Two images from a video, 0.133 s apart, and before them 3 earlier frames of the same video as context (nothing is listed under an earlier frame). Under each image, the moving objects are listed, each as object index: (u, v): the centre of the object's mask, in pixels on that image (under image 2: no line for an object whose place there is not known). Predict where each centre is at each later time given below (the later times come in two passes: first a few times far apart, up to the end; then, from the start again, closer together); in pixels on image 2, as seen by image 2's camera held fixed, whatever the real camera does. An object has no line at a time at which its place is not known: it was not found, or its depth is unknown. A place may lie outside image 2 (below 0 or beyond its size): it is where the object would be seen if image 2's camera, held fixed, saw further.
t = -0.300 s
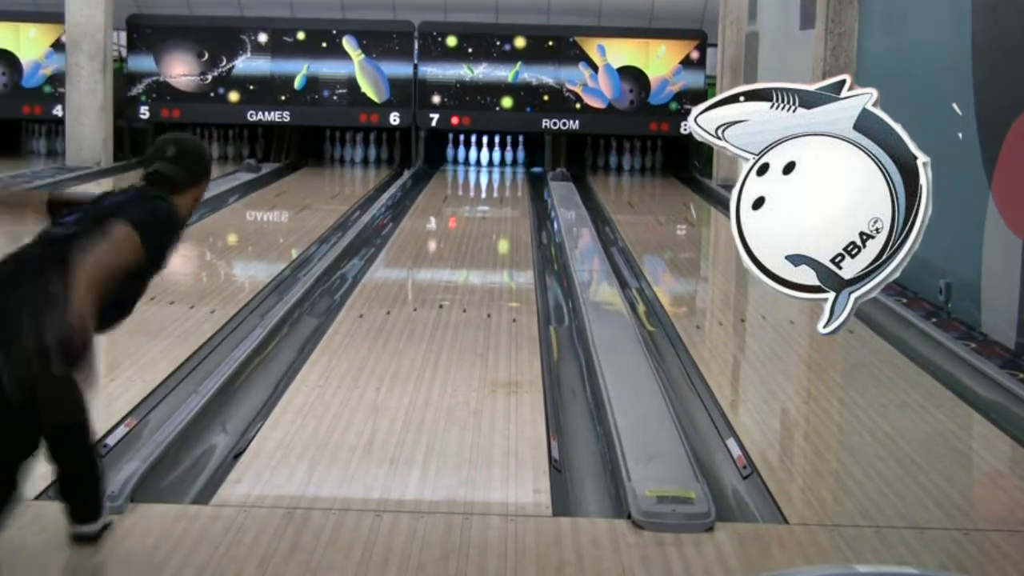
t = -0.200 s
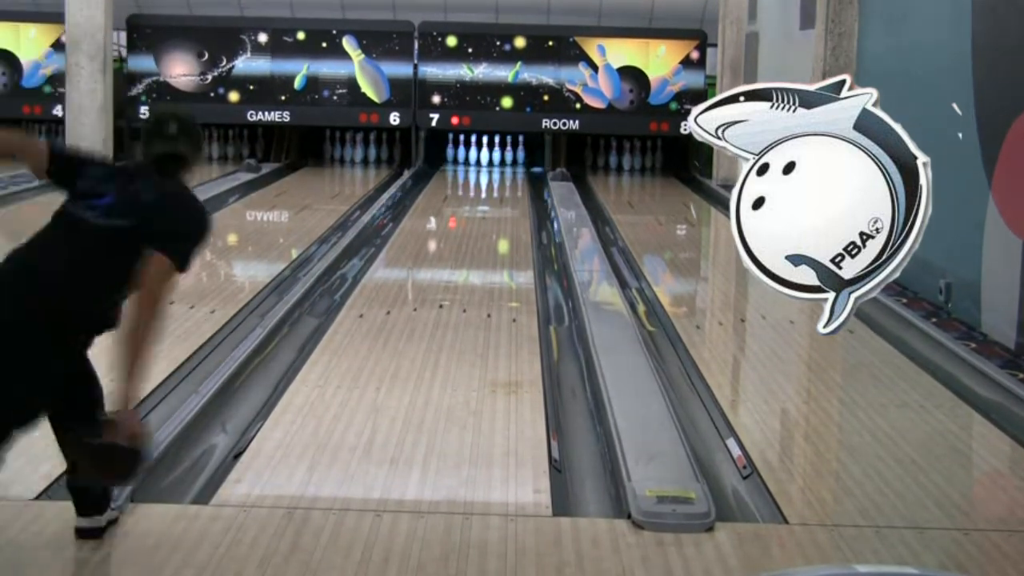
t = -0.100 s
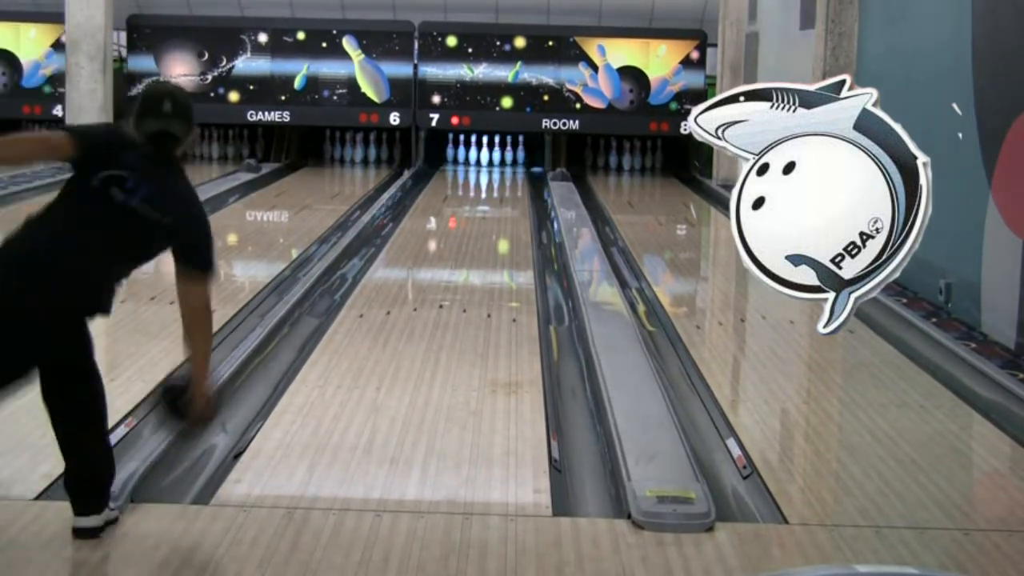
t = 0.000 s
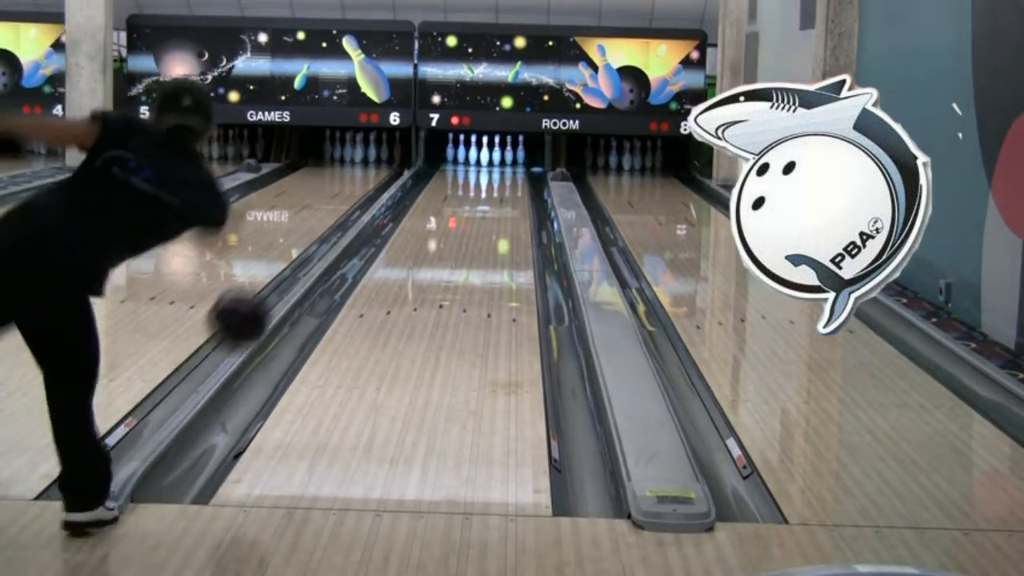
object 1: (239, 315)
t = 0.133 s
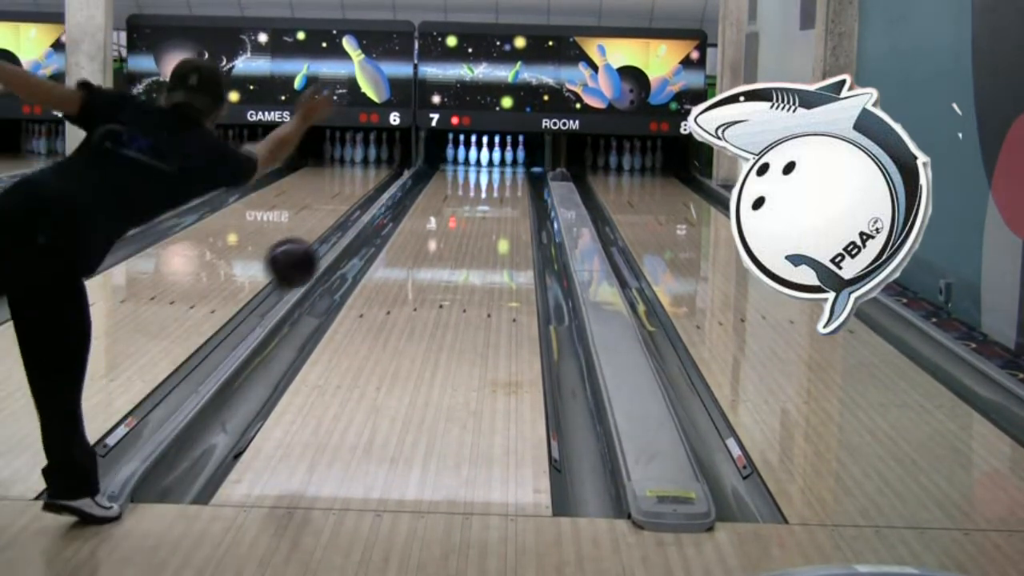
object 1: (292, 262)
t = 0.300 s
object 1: (340, 262)
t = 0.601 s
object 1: (401, 273)
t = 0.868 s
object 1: (436, 240)
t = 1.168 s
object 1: (466, 215)
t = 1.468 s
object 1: (485, 196)
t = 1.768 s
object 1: (498, 181)
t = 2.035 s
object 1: (500, 171)
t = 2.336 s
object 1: (488, 160)
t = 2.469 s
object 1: (488, 158)
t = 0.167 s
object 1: (303, 257)
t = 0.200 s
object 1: (313, 255)
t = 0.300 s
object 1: (340, 262)
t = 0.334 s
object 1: (349, 268)
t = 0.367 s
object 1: (357, 277)
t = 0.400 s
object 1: (365, 290)
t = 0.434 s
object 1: (371, 298)
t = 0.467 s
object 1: (378, 292)
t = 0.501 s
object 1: (384, 286)
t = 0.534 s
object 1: (391, 282)
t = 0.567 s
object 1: (396, 278)
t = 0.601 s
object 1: (401, 273)
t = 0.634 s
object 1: (407, 269)
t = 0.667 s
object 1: (412, 264)
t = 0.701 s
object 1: (416, 261)
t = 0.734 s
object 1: (421, 257)
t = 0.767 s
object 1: (425, 252)
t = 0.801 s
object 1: (429, 248)
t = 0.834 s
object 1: (433, 245)
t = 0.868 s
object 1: (436, 240)
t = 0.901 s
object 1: (441, 238)
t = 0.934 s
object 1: (444, 235)
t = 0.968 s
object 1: (448, 232)
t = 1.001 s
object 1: (451, 228)
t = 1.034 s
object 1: (454, 225)
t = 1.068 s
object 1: (457, 223)
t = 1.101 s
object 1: (460, 220)
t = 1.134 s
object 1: (463, 218)
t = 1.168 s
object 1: (466, 215)
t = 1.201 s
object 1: (468, 213)
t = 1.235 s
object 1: (470, 210)
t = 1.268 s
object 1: (473, 208)
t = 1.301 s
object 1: (475, 205)
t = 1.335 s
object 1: (477, 203)
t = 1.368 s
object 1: (479, 201)
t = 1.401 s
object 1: (481, 199)
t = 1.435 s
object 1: (483, 197)
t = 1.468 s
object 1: (485, 196)
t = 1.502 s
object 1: (487, 193)
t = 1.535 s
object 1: (489, 192)
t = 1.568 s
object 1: (490, 190)
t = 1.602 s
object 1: (492, 189)
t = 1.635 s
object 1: (494, 187)
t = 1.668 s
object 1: (495, 185)
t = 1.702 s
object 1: (496, 184)
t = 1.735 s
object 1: (497, 182)
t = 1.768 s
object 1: (498, 181)
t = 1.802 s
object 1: (499, 180)
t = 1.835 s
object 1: (500, 178)
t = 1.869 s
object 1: (500, 177)
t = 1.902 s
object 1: (500, 175)
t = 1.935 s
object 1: (500, 174)
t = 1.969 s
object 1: (500, 173)
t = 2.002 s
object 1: (500, 172)
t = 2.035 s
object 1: (500, 171)
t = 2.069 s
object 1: (499, 169)
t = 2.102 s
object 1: (498, 169)
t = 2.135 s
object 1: (497, 166)
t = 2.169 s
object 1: (496, 165)
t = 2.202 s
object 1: (494, 163)
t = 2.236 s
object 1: (493, 162)
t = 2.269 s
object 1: (492, 161)
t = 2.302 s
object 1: (491, 161)
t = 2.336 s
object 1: (488, 160)
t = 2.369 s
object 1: (489, 159)
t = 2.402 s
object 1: (489, 158)
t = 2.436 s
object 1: (488, 158)
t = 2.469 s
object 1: (488, 158)
